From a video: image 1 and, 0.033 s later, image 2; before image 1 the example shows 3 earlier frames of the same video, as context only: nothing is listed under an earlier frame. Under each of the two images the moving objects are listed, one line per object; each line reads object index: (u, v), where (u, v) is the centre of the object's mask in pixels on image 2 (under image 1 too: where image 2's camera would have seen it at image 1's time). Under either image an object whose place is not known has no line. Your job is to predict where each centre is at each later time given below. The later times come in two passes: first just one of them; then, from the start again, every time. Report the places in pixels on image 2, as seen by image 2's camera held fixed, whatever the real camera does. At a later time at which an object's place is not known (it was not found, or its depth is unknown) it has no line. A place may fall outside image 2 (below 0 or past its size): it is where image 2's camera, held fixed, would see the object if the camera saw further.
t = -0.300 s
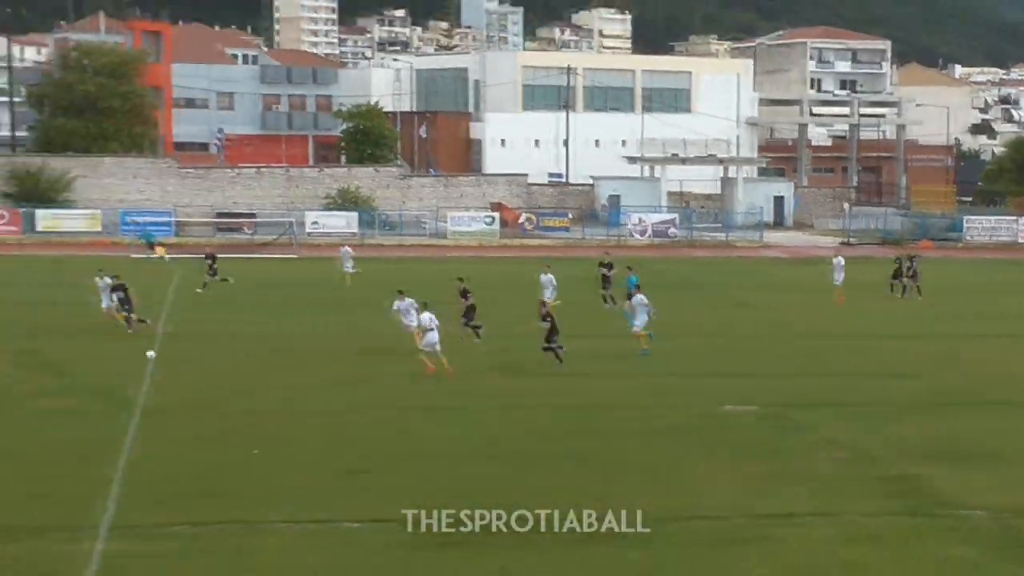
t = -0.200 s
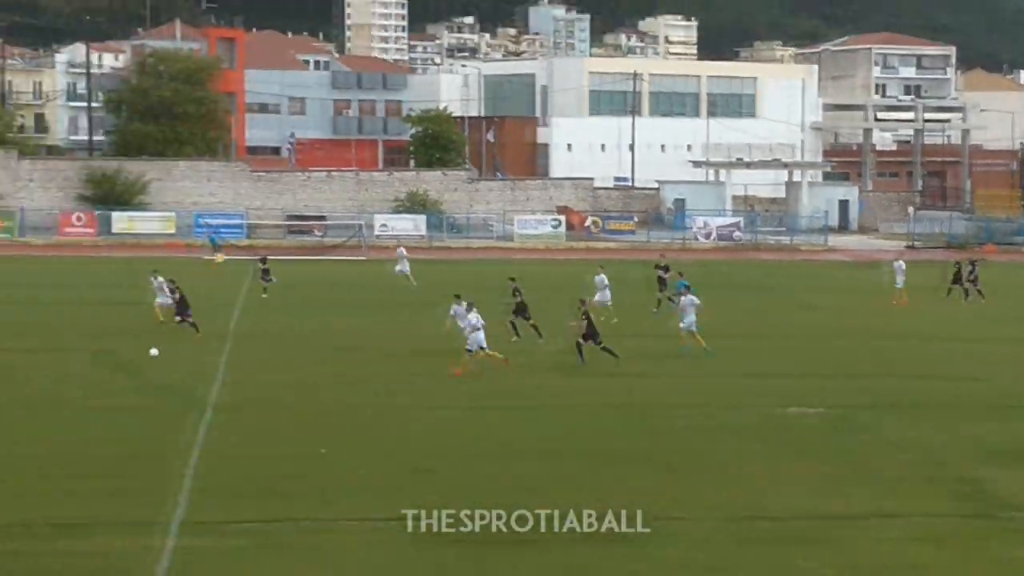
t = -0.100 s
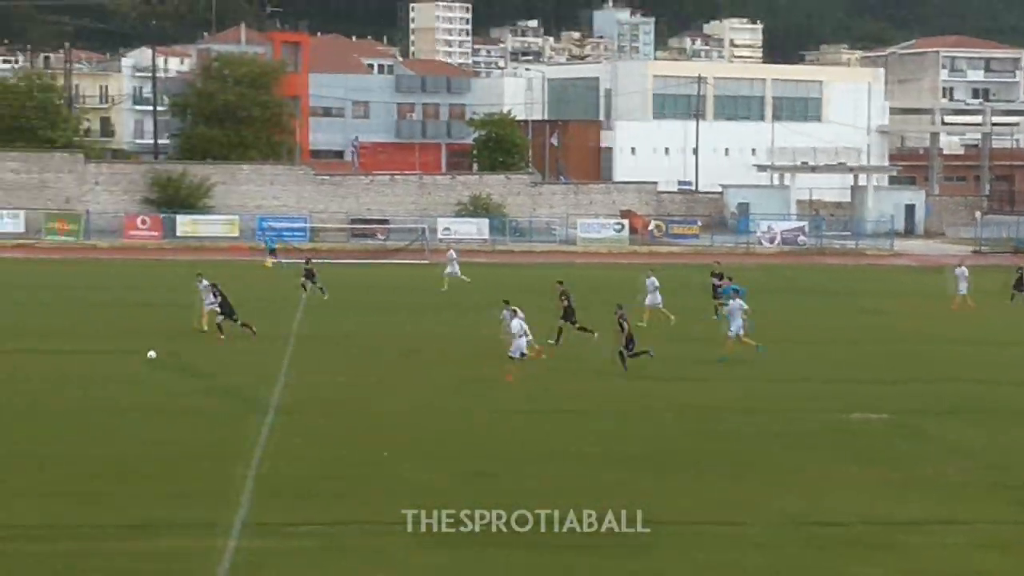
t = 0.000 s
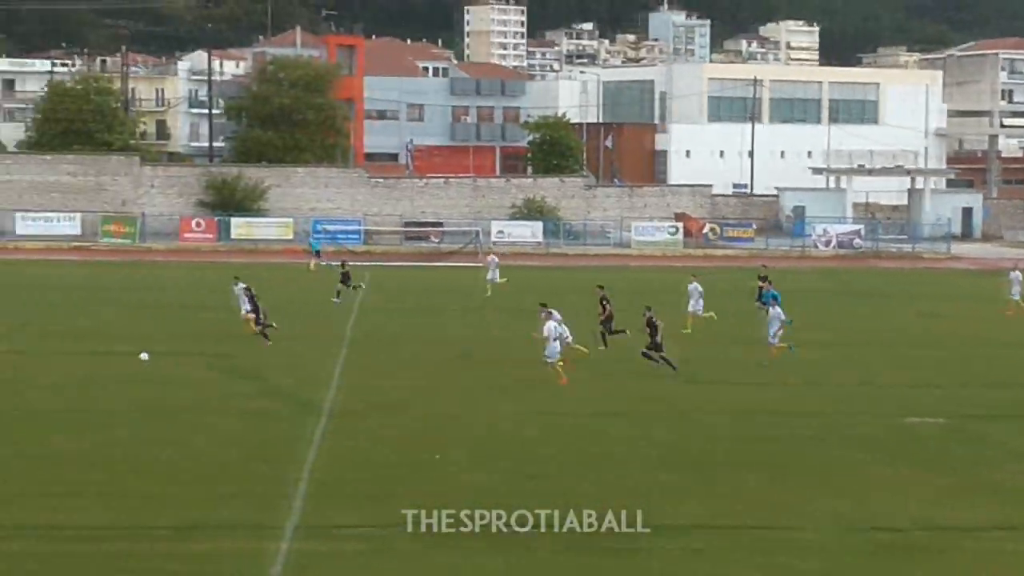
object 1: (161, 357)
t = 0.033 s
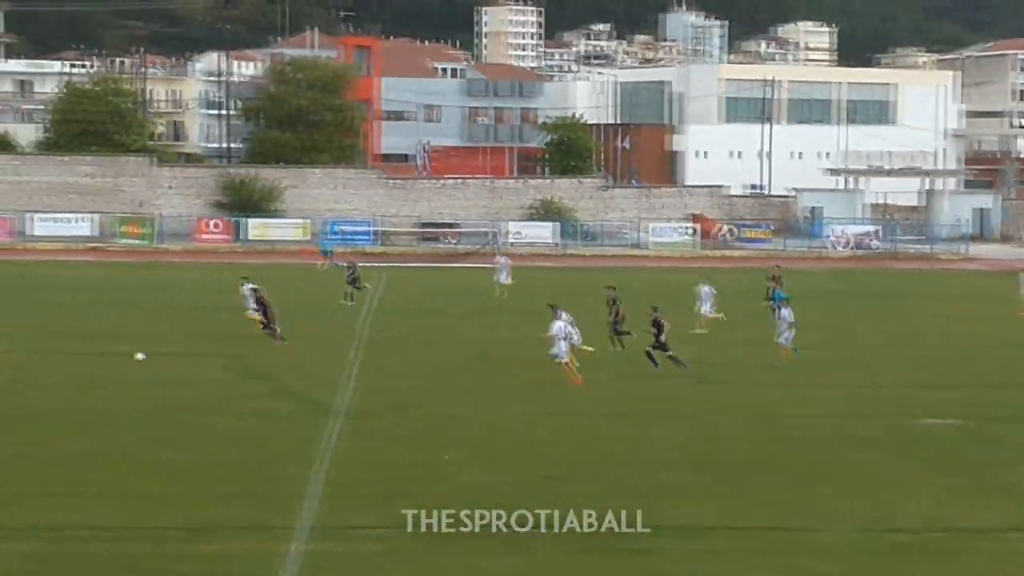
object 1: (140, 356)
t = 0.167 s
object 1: (65, 358)
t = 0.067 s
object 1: (124, 357)
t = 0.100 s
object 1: (100, 357)
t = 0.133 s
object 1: (77, 358)
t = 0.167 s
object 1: (65, 358)
